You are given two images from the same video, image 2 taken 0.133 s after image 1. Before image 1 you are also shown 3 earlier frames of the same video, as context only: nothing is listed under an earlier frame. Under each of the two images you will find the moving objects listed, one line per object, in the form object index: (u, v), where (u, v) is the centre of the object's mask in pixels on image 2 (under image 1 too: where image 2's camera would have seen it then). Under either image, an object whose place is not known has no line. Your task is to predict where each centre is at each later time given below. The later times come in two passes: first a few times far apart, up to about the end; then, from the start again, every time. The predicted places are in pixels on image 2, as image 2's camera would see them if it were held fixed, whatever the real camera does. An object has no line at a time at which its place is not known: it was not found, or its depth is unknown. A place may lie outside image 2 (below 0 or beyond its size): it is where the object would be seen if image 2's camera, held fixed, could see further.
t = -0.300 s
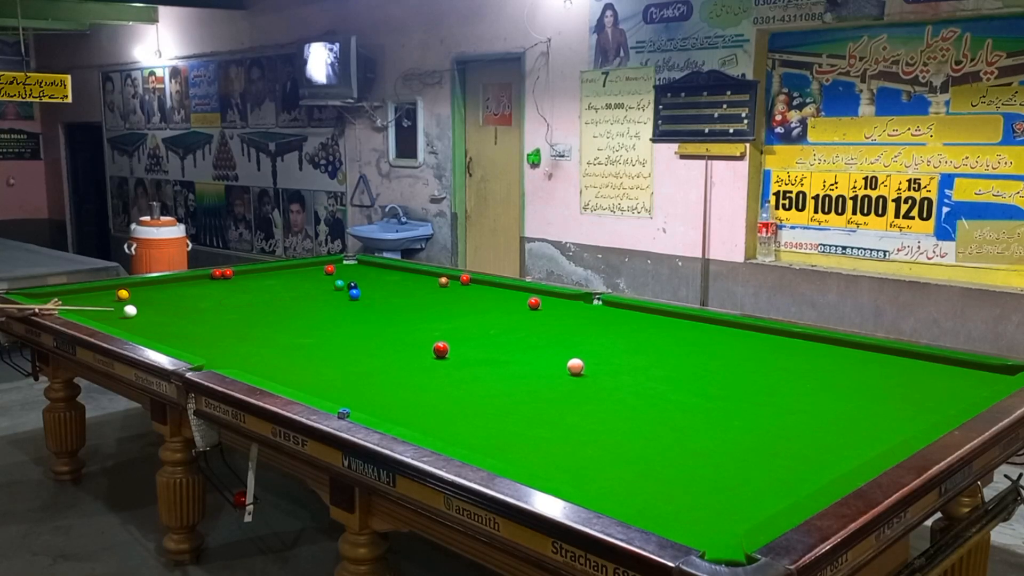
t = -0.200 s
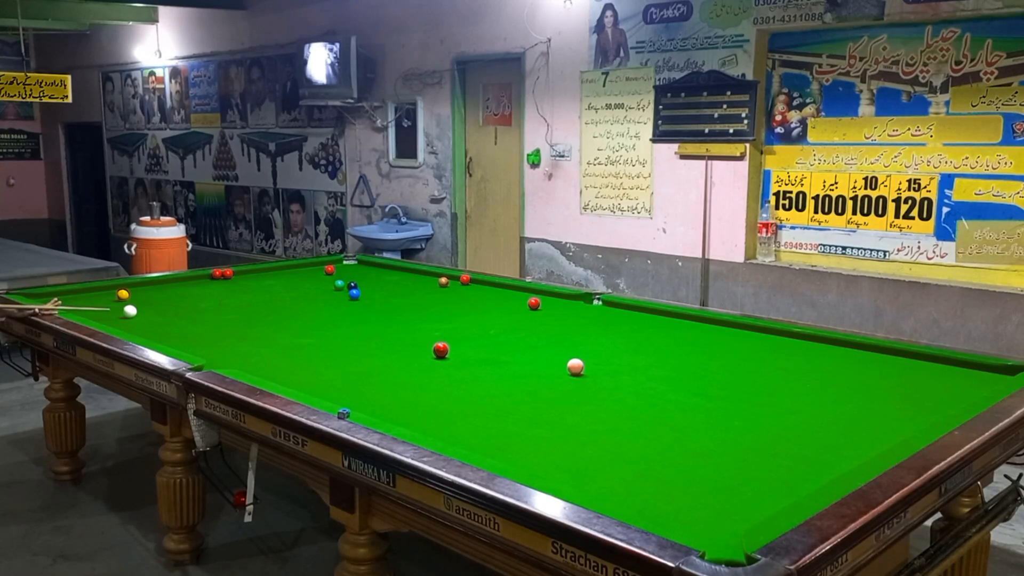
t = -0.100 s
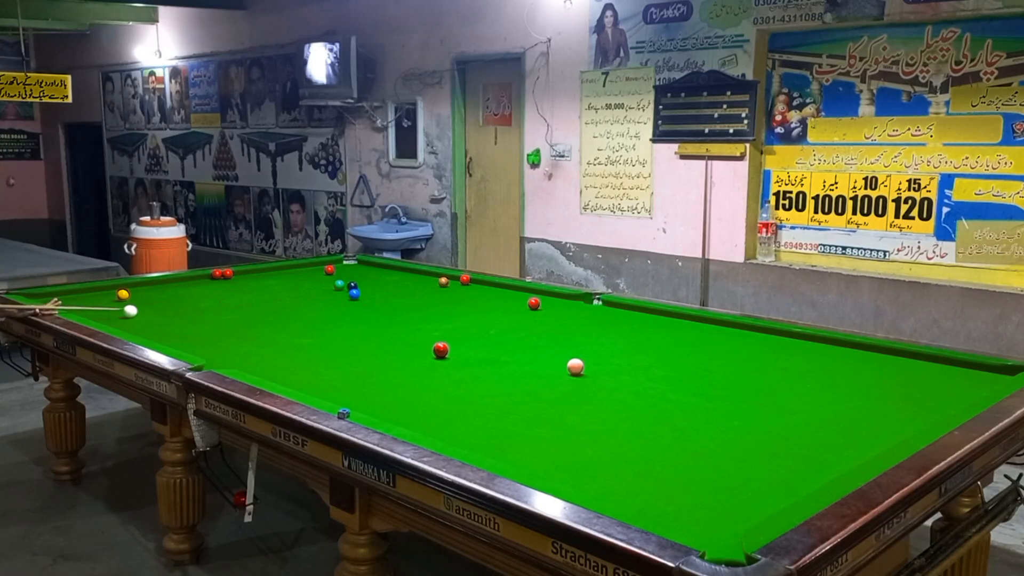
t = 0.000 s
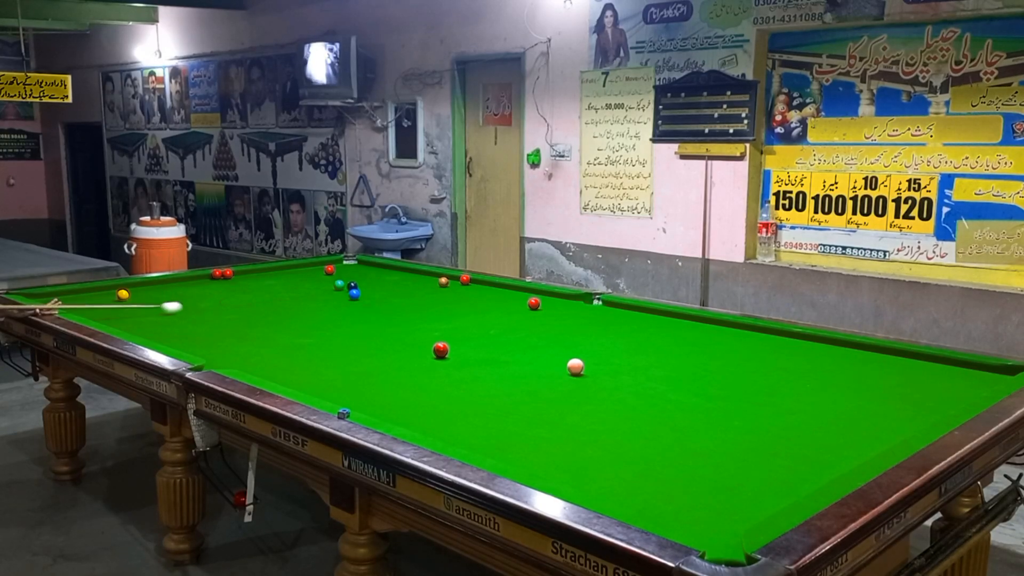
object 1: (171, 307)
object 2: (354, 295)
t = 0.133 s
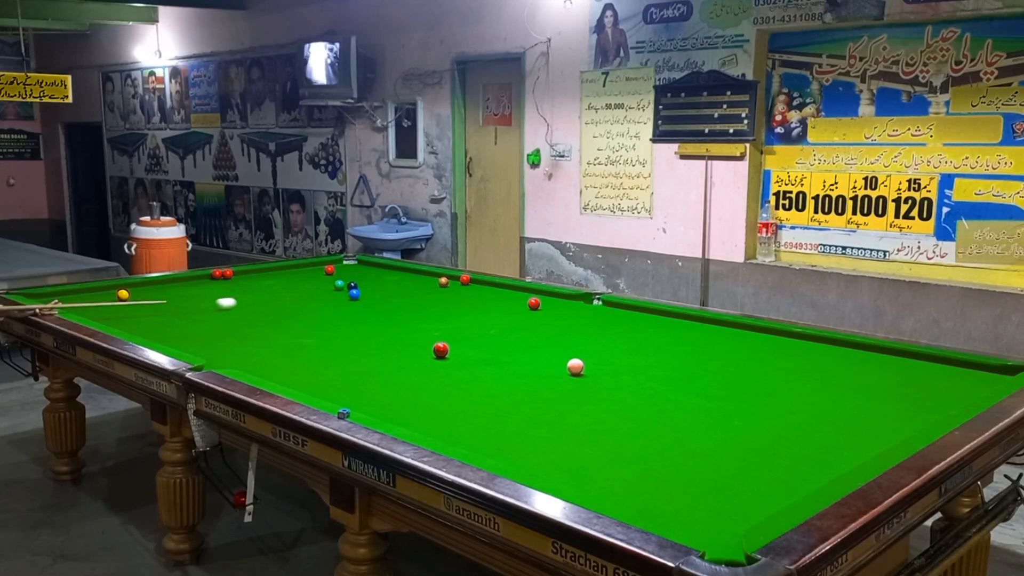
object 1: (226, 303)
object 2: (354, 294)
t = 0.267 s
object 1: (277, 299)
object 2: (354, 294)
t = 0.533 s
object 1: (347, 291)
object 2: (375, 294)
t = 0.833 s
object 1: (374, 284)
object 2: (429, 294)
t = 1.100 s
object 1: (395, 278)
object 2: (474, 294)
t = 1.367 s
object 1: (413, 272)
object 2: (517, 295)
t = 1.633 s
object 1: (402, 272)
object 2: (558, 295)
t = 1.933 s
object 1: (375, 273)
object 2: (574, 299)
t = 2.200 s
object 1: (353, 275)
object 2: (582, 303)
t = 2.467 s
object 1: (332, 275)
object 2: (590, 307)
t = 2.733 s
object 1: (313, 277)
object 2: (597, 311)
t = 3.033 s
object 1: (293, 278)
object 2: (604, 315)
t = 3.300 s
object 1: (278, 279)
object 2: (610, 318)
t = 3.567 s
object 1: (264, 280)
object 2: (615, 321)
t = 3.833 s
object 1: (252, 281)
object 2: (619, 324)
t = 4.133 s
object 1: (242, 281)
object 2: (623, 326)
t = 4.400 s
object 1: (234, 282)
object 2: (626, 328)
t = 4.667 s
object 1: (229, 282)
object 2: (628, 329)
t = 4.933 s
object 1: (225, 282)
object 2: (629, 331)
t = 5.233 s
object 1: (224, 282)
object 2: (629, 331)
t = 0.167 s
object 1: (239, 302)
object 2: (354, 295)
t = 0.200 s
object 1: (252, 301)
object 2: (354, 294)
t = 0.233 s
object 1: (265, 300)
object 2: (354, 295)
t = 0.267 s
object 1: (277, 299)
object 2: (354, 294)
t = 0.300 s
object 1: (290, 298)
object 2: (354, 295)
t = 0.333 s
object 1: (302, 297)
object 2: (354, 295)
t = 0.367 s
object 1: (314, 296)
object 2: (354, 295)
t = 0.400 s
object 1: (325, 295)
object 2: (354, 295)
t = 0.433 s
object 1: (336, 294)
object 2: (354, 294)
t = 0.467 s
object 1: (343, 293)
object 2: (359, 294)
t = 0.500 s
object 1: (345, 292)
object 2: (367, 294)
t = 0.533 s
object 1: (347, 291)
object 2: (375, 294)
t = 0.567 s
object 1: (350, 291)
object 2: (382, 294)
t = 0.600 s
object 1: (353, 290)
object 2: (388, 294)
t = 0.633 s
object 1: (356, 289)
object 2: (394, 294)
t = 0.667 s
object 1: (359, 288)
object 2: (400, 294)
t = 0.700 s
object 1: (362, 287)
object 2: (406, 294)
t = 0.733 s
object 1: (365, 286)
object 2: (412, 294)
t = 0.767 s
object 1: (368, 285)
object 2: (418, 294)
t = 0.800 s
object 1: (371, 285)
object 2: (423, 294)
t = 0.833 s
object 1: (374, 284)
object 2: (429, 294)
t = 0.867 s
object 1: (376, 283)
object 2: (435, 294)
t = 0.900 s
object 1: (379, 282)
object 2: (441, 294)
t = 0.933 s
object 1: (382, 281)
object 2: (446, 294)
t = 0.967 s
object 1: (384, 281)
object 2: (452, 294)
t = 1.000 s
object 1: (387, 280)
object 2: (458, 294)
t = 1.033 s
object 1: (390, 279)
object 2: (463, 294)
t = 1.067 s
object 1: (392, 279)
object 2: (469, 294)
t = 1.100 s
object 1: (395, 278)
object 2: (474, 294)
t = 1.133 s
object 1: (397, 277)
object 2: (480, 295)
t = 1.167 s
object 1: (400, 277)
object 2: (485, 295)
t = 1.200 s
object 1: (402, 276)
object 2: (490, 294)
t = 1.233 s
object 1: (404, 275)
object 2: (496, 295)
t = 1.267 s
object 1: (407, 274)
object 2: (501, 295)
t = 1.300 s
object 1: (409, 274)
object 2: (507, 295)
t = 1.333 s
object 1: (411, 273)
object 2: (512, 295)
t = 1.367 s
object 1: (413, 272)
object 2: (517, 295)
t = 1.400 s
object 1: (416, 272)
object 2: (522, 295)
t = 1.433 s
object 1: (418, 271)
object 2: (527, 294)
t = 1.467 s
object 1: (417, 271)
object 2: (533, 294)
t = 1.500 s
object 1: (414, 271)
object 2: (538, 294)
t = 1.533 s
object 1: (411, 271)
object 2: (544, 295)
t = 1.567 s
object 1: (408, 272)
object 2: (548, 295)
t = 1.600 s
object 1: (405, 272)
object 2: (553, 295)
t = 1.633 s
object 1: (402, 272)
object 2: (558, 295)
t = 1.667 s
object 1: (399, 272)
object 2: (563, 295)
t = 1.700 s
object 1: (395, 272)
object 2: (567, 296)
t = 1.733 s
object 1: (393, 272)
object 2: (568, 296)
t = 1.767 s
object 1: (390, 273)
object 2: (569, 296)
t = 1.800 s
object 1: (387, 273)
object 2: (570, 297)
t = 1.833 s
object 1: (384, 273)
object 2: (571, 297)
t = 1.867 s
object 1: (381, 273)
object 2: (572, 298)
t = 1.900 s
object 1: (378, 273)
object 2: (573, 299)
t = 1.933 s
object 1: (375, 273)
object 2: (574, 299)
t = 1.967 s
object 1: (372, 273)
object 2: (575, 300)
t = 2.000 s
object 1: (370, 274)
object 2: (576, 300)
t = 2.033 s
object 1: (367, 274)
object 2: (577, 301)
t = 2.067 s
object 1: (364, 274)
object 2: (578, 301)
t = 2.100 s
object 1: (361, 274)
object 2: (579, 302)
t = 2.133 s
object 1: (359, 274)
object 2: (580, 302)
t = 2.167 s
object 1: (356, 274)
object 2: (581, 303)
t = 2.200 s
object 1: (353, 275)
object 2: (582, 303)
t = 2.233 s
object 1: (351, 275)
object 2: (583, 304)
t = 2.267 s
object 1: (348, 275)
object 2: (584, 304)
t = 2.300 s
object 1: (345, 275)
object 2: (585, 305)
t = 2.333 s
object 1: (343, 275)
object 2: (586, 305)
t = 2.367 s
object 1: (340, 275)
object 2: (587, 306)
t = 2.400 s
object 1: (338, 275)
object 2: (588, 306)
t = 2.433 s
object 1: (335, 275)
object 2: (589, 307)
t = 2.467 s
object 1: (332, 275)
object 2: (590, 307)
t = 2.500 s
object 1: (330, 276)
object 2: (591, 308)
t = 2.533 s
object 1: (327, 276)
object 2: (592, 308)
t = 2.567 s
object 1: (325, 276)
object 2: (593, 309)
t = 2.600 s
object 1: (323, 276)
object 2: (593, 309)
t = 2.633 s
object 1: (320, 276)
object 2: (594, 310)
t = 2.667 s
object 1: (318, 277)
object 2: (595, 310)
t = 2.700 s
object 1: (315, 277)
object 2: (596, 310)
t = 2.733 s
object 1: (313, 277)
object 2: (597, 311)
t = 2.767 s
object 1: (311, 277)
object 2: (598, 311)
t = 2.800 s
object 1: (308, 277)
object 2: (599, 311)
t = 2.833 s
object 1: (306, 277)
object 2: (600, 312)
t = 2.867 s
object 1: (304, 277)
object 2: (601, 312)
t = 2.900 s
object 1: (302, 278)
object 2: (601, 313)
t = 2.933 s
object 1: (300, 278)
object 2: (602, 313)
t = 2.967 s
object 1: (298, 278)
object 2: (603, 314)
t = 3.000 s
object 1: (295, 278)
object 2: (604, 314)
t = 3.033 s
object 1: (293, 278)
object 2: (604, 315)
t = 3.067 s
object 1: (291, 278)
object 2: (605, 315)
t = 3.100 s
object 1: (289, 278)
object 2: (606, 315)
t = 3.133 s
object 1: (287, 278)
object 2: (606, 316)
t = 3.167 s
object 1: (285, 278)
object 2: (607, 316)
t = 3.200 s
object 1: (283, 279)
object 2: (608, 317)
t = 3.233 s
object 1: (281, 279)
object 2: (609, 317)
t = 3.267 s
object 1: (280, 279)
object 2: (609, 317)
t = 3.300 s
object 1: (278, 279)
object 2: (610, 318)
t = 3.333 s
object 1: (276, 279)
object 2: (611, 319)
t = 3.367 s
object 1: (274, 279)
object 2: (611, 319)
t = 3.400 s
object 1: (272, 279)
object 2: (612, 319)
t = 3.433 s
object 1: (271, 279)
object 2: (613, 320)
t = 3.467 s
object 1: (269, 279)
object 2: (613, 320)
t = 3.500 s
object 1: (267, 279)
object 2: (614, 320)
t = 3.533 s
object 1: (266, 280)
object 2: (614, 321)
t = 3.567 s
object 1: (264, 280)
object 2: (615, 321)
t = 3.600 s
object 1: (263, 280)
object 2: (616, 321)
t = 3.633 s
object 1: (261, 280)
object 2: (616, 322)
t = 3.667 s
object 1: (259, 280)
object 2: (617, 322)
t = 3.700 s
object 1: (258, 280)
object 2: (617, 322)
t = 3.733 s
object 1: (257, 280)
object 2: (618, 323)
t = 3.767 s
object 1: (255, 280)
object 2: (619, 323)
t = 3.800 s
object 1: (254, 280)
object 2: (619, 323)
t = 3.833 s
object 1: (252, 281)
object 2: (619, 324)
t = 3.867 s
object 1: (251, 281)
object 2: (620, 324)
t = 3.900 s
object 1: (250, 281)
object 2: (621, 324)
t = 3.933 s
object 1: (249, 281)
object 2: (621, 324)
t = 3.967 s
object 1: (247, 281)
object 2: (621, 325)
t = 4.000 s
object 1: (246, 281)
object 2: (622, 325)
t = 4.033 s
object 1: (245, 281)
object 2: (622, 325)
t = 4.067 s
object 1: (244, 281)
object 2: (622, 326)
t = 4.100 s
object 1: (243, 281)
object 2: (623, 326)
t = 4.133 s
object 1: (242, 281)
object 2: (623, 326)
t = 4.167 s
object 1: (241, 281)
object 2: (623, 326)
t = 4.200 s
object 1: (240, 281)
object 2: (624, 327)
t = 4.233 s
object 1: (239, 281)
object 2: (624, 327)
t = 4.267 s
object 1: (238, 281)
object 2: (624, 327)
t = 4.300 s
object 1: (237, 281)
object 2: (625, 327)
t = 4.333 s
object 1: (236, 281)
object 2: (625, 328)
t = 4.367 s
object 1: (235, 281)
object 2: (625, 328)
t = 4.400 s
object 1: (234, 282)
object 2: (626, 328)
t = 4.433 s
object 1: (233, 282)
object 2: (626, 328)
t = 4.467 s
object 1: (233, 282)
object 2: (626, 328)
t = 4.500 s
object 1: (232, 282)
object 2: (627, 329)
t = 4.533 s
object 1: (231, 282)
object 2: (627, 329)
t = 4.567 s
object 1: (231, 282)
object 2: (627, 329)
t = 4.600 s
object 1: (230, 282)
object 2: (627, 329)
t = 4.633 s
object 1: (229, 282)
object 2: (627, 329)
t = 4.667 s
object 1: (229, 282)
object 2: (628, 329)
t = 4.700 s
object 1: (228, 282)
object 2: (628, 330)
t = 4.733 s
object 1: (228, 282)
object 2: (628, 330)
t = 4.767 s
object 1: (227, 282)
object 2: (628, 330)
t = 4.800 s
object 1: (227, 282)
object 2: (628, 330)
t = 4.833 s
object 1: (226, 282)
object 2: (628, 330)
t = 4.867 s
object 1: (226, 282)
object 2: (629, 330)
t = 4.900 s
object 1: (226, 282)
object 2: (629, 330)
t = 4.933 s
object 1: (225, 282)
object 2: (629, 331)
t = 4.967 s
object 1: (225, 282)
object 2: (629, 331)
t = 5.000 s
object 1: (225, 282)
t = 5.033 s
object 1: (225, 282)
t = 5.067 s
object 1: (224, 282)
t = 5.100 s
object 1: (224, 282)
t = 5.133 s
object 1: (224, 282)
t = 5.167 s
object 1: (224, 282)
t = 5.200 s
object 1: (224, 282)
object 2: (630, 331)
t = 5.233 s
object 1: (224, 282)
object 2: (629, 331)
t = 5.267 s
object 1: (224, 282)
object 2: (629, 331)
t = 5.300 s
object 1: (224, 282)
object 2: (629, 331)
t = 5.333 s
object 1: (224, 282)
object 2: (629, 331)
